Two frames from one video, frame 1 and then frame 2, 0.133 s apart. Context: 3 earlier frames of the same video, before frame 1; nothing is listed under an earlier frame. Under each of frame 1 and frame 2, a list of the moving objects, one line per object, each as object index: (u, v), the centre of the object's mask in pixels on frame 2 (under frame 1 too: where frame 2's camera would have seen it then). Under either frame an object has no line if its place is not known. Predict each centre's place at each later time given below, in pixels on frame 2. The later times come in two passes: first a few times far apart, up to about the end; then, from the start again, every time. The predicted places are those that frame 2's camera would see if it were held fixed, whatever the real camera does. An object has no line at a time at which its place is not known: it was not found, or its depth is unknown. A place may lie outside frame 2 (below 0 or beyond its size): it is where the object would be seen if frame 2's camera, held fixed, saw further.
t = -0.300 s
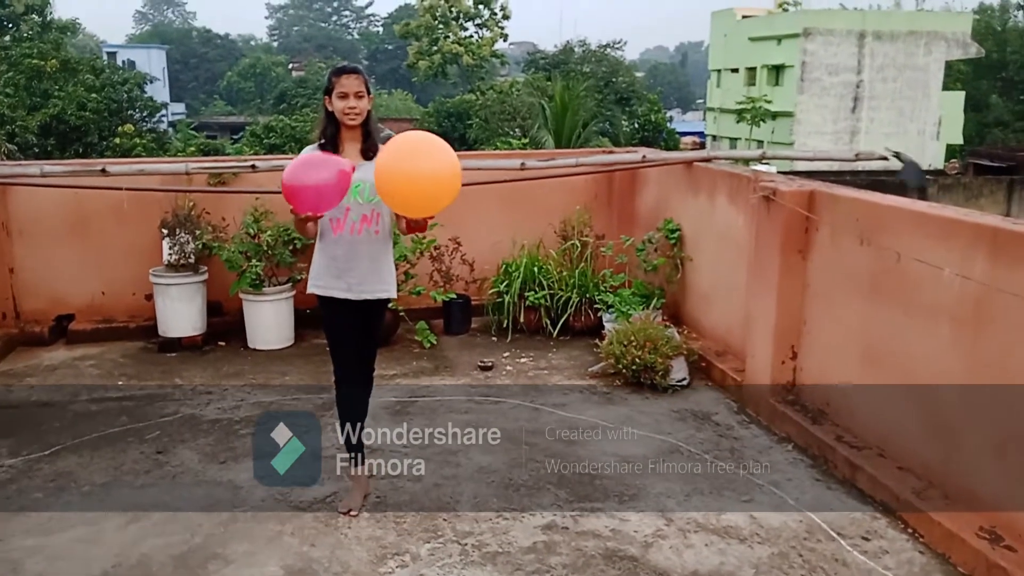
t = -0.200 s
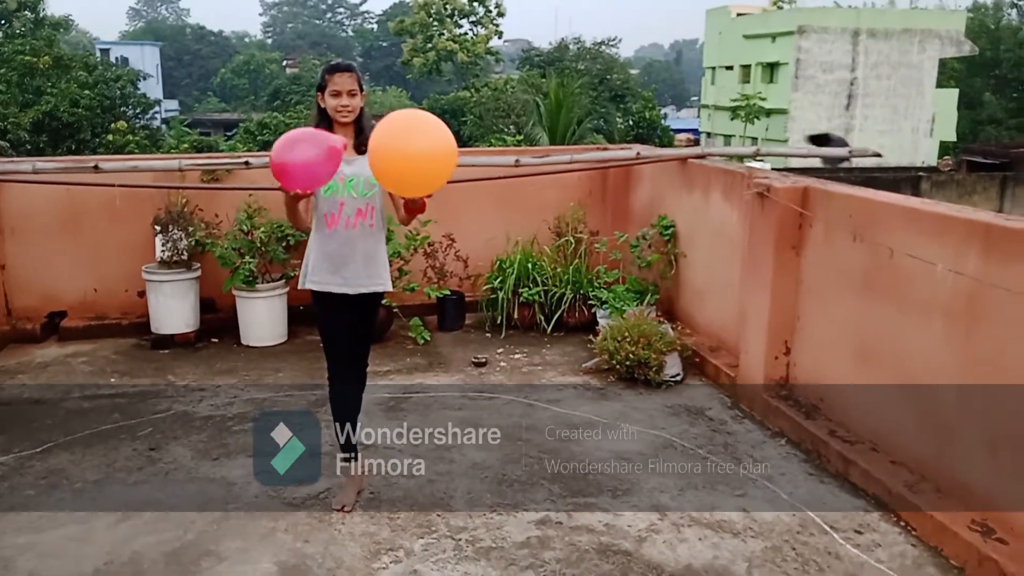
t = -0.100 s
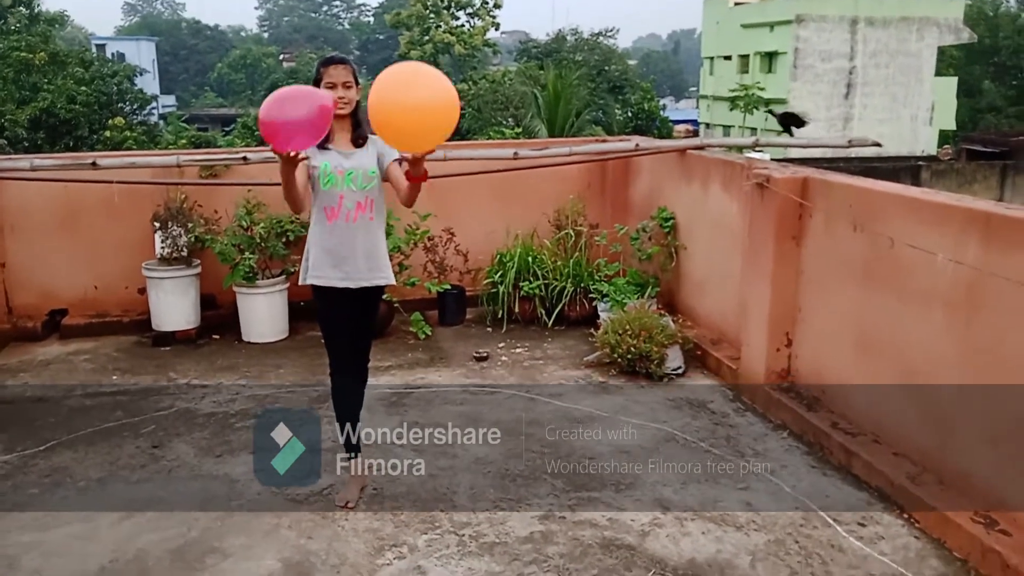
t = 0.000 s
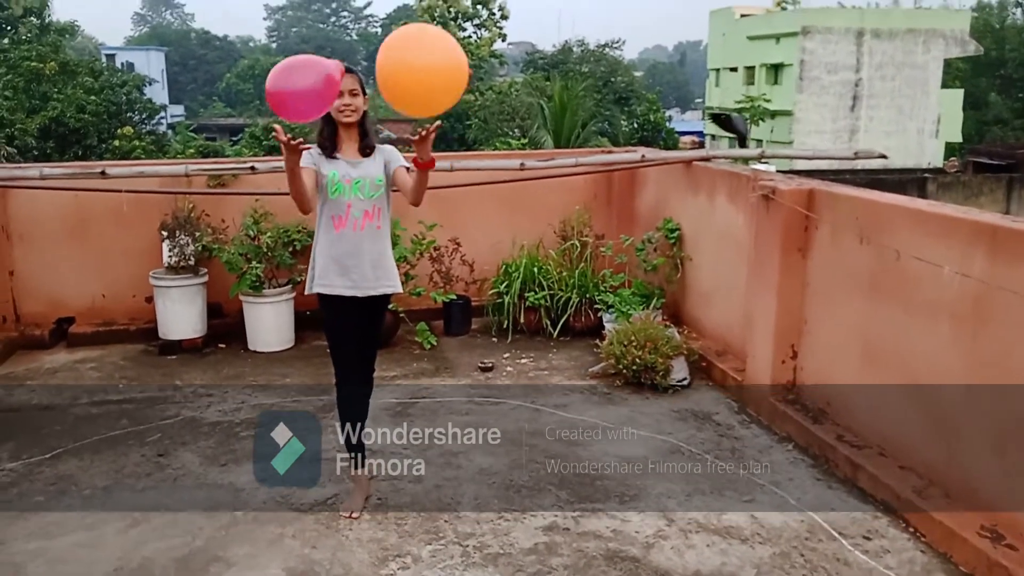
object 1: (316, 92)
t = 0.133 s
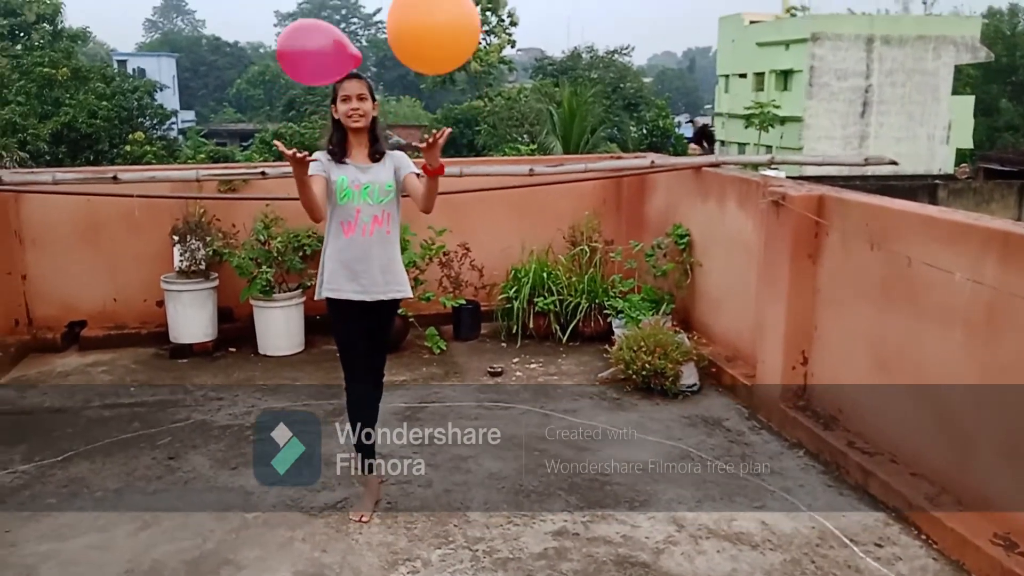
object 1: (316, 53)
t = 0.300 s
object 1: (321, 26)
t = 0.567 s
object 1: (326, 10)
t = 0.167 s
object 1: (317, 45)
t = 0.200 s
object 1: (318, 38)
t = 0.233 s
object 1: (318, 32)
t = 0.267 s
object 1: (320, 28)
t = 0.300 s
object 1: (321, 26)
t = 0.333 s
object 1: (322, 23)
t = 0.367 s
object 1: (323, 22)
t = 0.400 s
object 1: (324, 20)
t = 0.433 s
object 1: (324, 18)
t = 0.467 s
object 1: (324, 16)
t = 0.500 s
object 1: (325, 15)
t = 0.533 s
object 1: (326, 12)
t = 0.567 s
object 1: (326, 10)
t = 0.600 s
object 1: (327, 8)
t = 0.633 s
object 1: (327, 7)
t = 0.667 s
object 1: (328, 6)
